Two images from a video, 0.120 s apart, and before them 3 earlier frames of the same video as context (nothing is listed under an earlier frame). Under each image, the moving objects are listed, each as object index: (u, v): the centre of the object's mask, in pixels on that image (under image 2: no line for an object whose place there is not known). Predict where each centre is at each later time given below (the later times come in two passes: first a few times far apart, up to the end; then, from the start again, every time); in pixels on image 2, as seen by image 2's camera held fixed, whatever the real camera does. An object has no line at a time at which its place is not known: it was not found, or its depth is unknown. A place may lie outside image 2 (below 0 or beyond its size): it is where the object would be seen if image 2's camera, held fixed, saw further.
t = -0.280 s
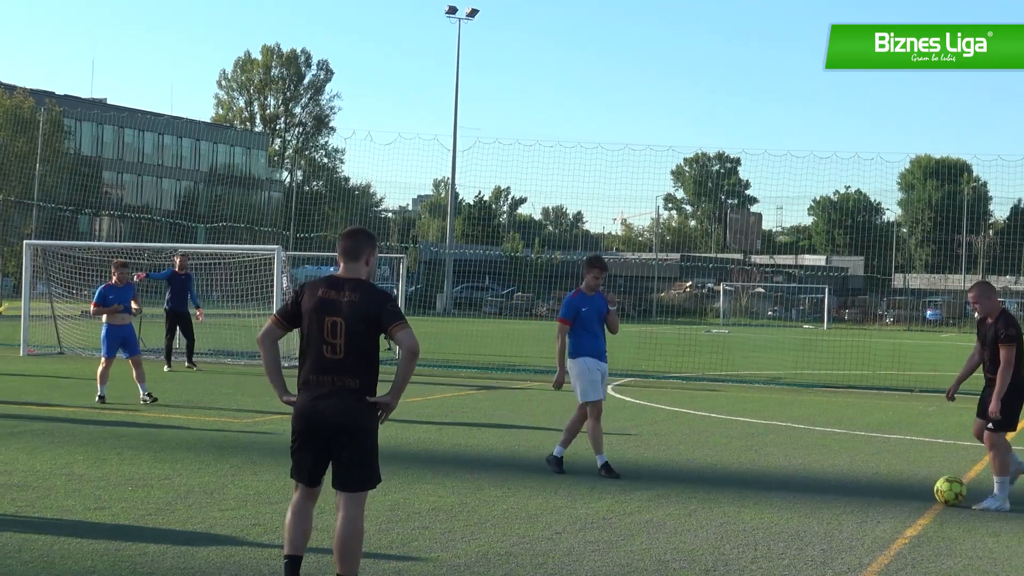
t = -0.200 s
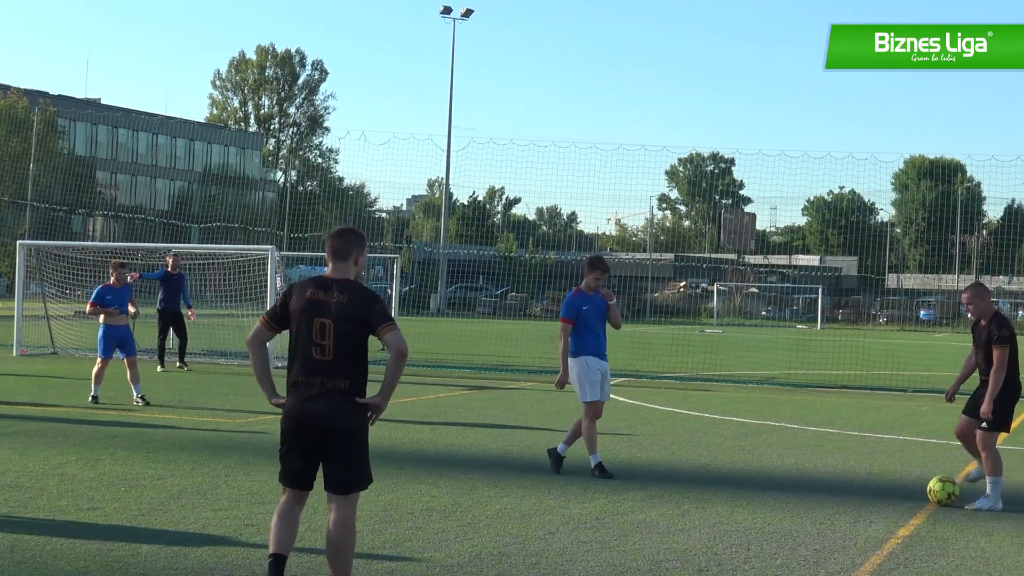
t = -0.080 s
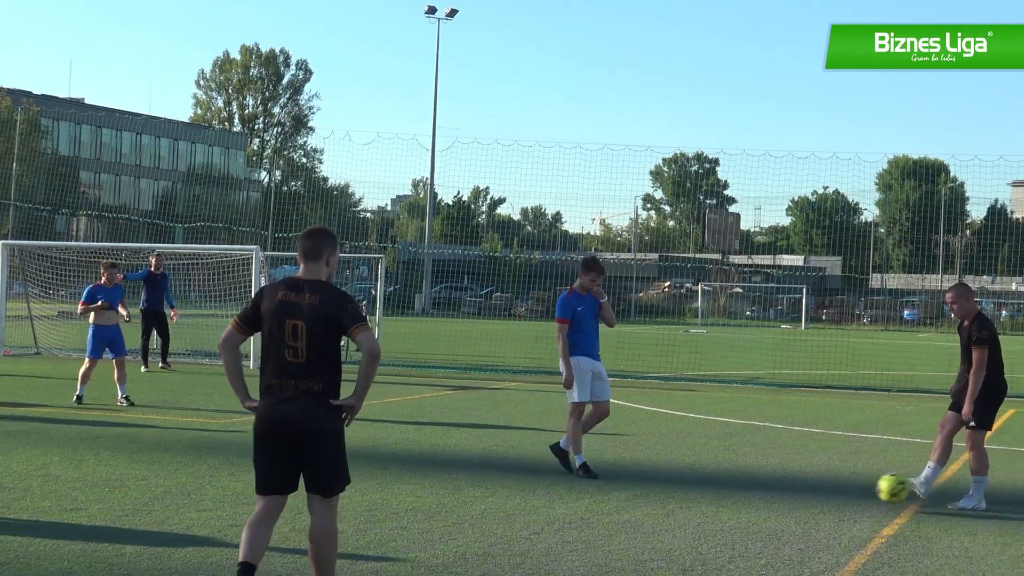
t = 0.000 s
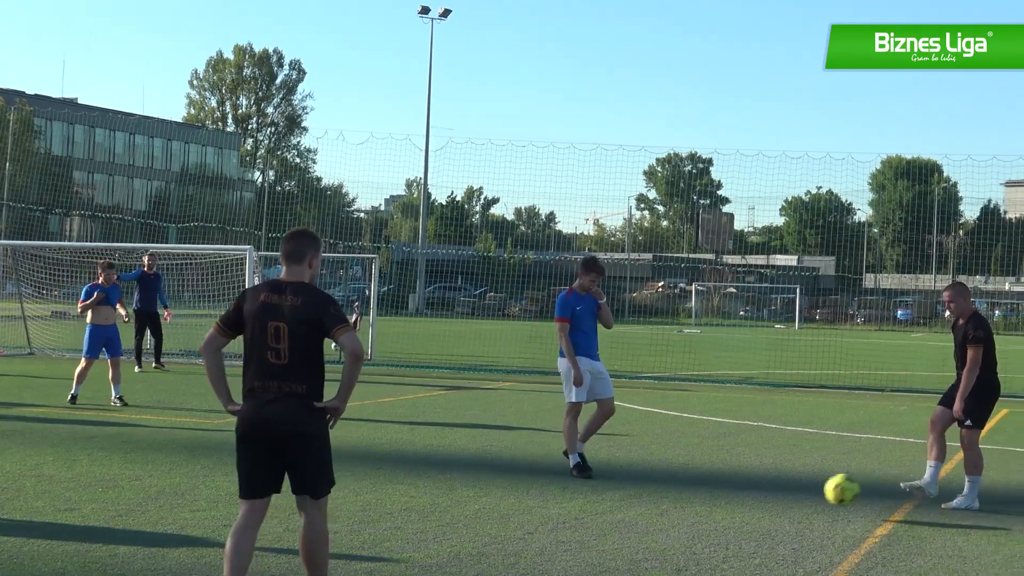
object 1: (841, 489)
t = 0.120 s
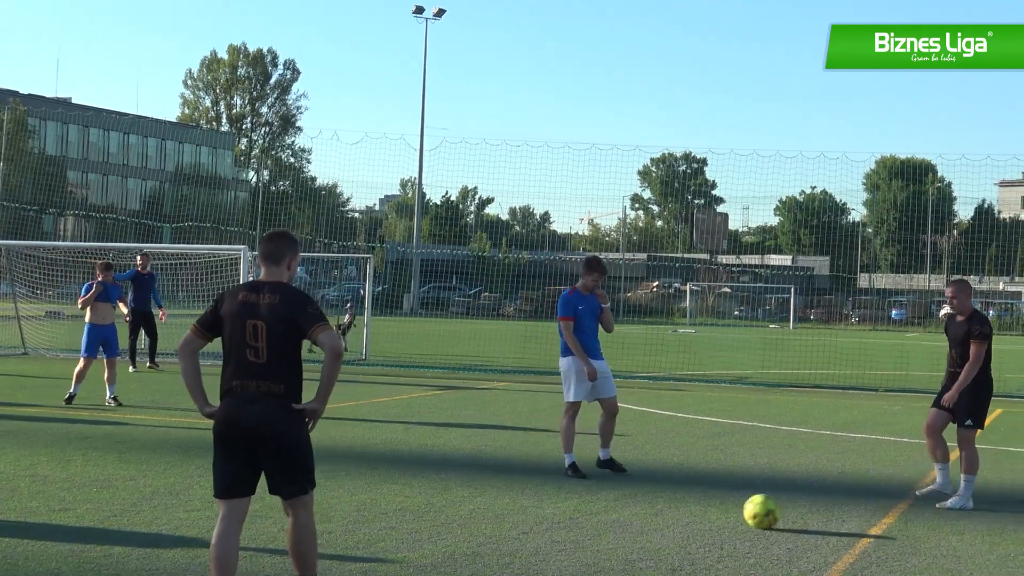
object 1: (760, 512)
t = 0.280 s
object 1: (673, 507)
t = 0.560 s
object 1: (507, 526)
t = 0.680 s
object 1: (427, 543)
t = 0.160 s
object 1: (741, 506)
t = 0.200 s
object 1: (719, 504)
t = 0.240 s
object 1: (697, 503)
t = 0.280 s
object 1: (673, 507)
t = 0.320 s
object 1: (652, 511)
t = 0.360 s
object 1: (626, 519)
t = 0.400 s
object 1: (600, 532)
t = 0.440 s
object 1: (577, 533)
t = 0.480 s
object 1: (555, 528)
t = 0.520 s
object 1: (531, 525)
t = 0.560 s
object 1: (507, 526)
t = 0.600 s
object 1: (483, 530)
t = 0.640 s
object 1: (455, 535)
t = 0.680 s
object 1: (427, 543)
